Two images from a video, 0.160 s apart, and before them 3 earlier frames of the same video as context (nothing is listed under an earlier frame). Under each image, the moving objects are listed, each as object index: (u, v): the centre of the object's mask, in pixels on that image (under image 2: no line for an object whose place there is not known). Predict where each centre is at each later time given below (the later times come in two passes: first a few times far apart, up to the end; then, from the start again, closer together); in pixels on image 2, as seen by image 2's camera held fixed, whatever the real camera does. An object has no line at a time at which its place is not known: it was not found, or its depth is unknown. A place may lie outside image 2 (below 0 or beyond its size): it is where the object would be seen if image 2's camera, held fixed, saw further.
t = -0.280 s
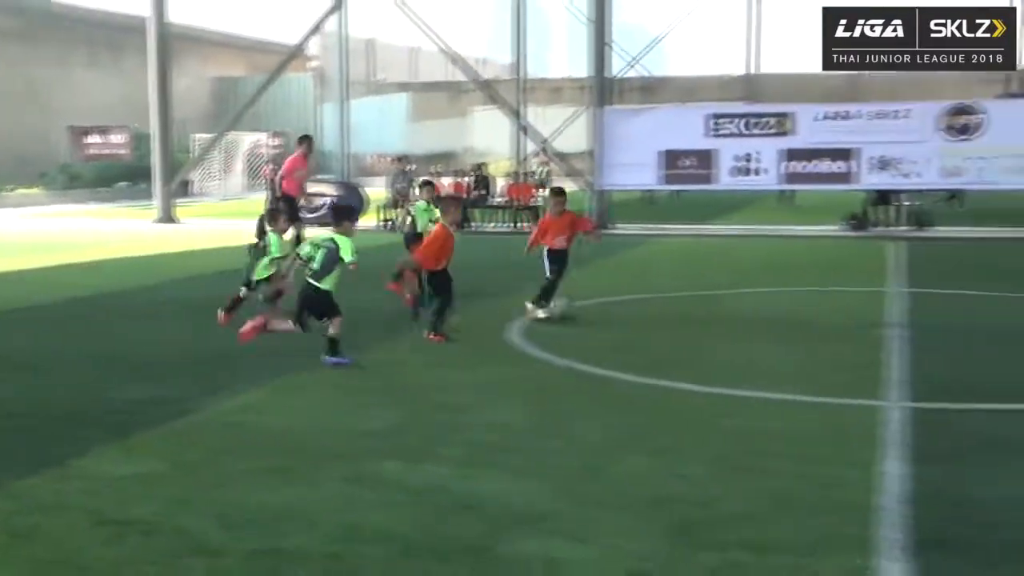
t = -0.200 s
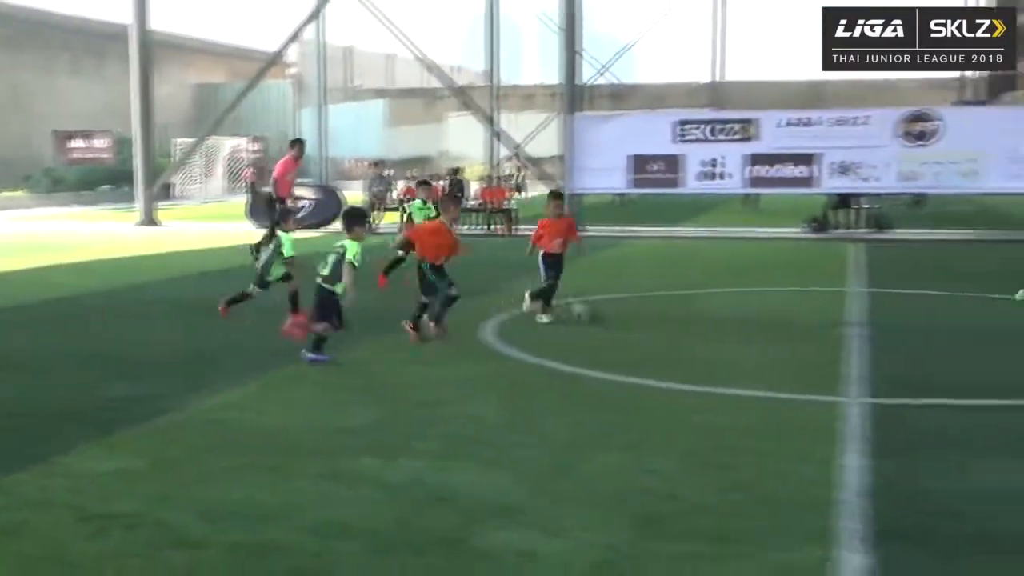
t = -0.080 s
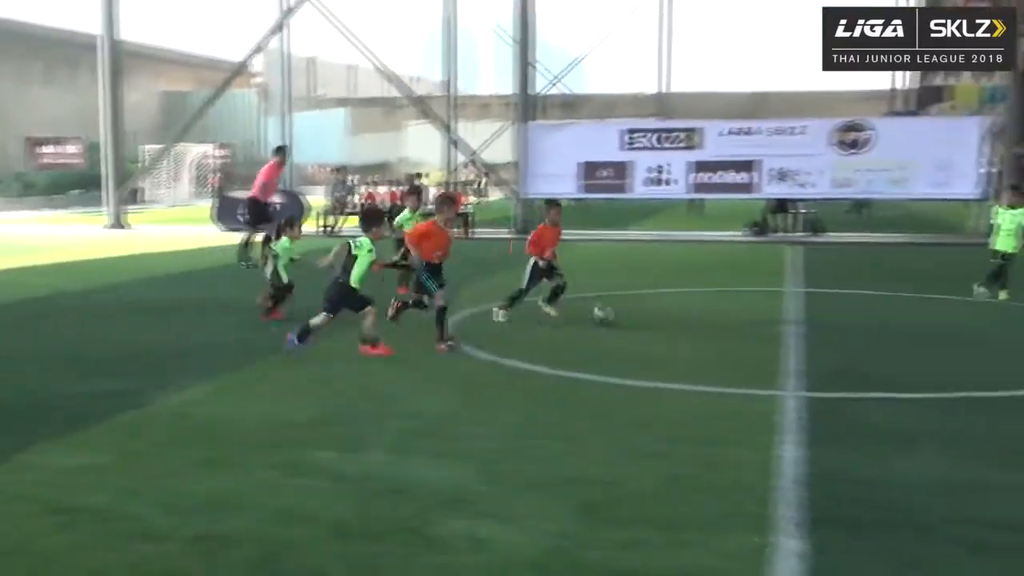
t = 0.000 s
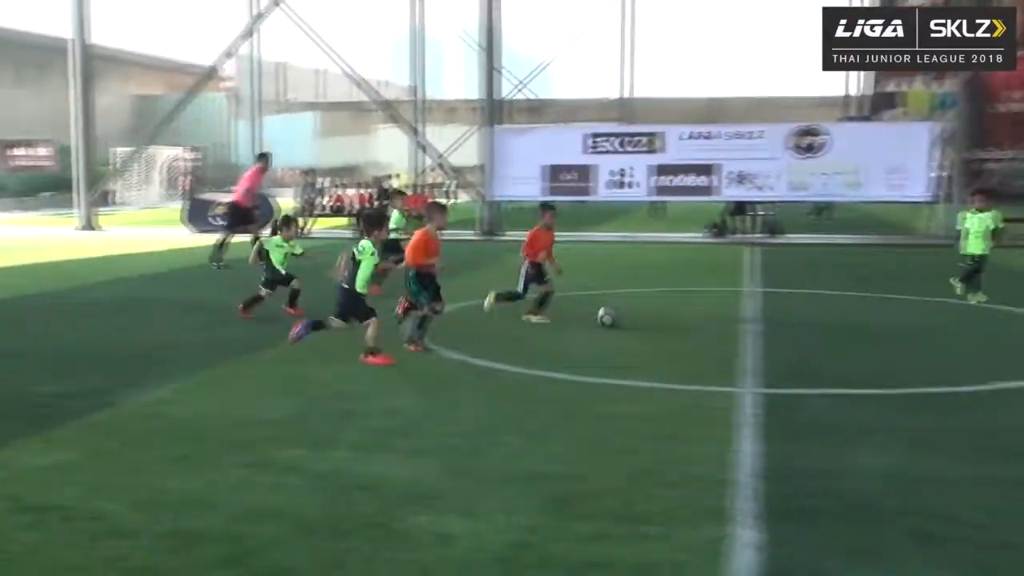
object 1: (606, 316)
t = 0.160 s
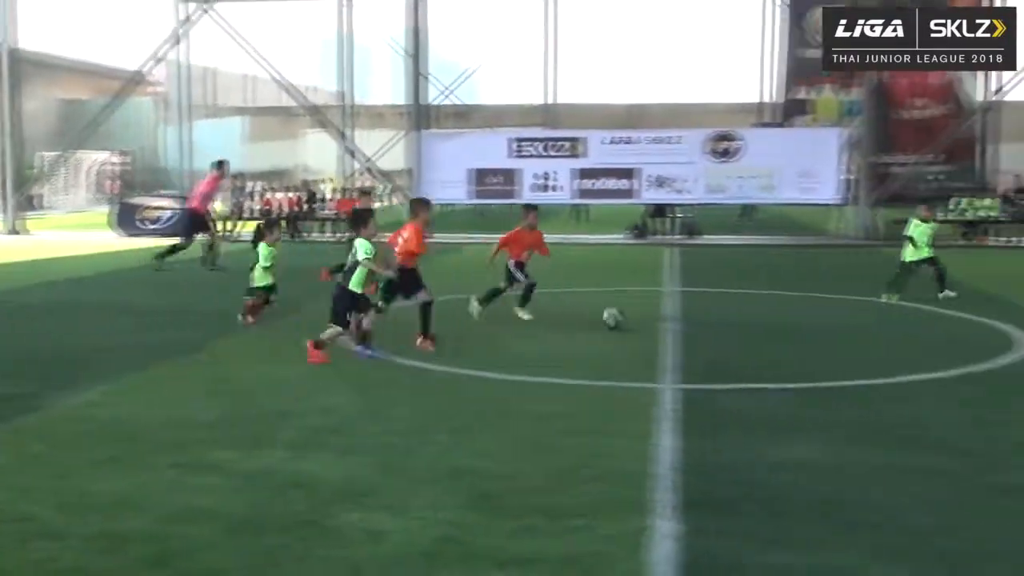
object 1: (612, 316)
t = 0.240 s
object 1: (652, 318)
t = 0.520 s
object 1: (795, 324)
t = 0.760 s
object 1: (919, 328)
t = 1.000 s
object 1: (1044, 334)
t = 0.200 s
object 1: (634, 318)
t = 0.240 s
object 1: (652, 318)
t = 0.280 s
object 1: (672, 319)
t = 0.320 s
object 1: (694, 321)
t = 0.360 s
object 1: (715, 320)
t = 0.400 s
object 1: (732, 322)
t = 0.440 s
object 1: (754, 321)
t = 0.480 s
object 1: (774, 323)
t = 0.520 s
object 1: (795, 324)
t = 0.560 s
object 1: (814, 322)
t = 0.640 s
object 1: (858, 326)
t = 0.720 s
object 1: (899, 327)
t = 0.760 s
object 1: (919, 328)
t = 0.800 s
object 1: (941, 331)
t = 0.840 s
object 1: (962, 332)
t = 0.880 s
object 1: (981, 332)
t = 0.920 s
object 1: (1003, 332)
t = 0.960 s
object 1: (1025, 333)
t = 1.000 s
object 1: (1044, 334)
